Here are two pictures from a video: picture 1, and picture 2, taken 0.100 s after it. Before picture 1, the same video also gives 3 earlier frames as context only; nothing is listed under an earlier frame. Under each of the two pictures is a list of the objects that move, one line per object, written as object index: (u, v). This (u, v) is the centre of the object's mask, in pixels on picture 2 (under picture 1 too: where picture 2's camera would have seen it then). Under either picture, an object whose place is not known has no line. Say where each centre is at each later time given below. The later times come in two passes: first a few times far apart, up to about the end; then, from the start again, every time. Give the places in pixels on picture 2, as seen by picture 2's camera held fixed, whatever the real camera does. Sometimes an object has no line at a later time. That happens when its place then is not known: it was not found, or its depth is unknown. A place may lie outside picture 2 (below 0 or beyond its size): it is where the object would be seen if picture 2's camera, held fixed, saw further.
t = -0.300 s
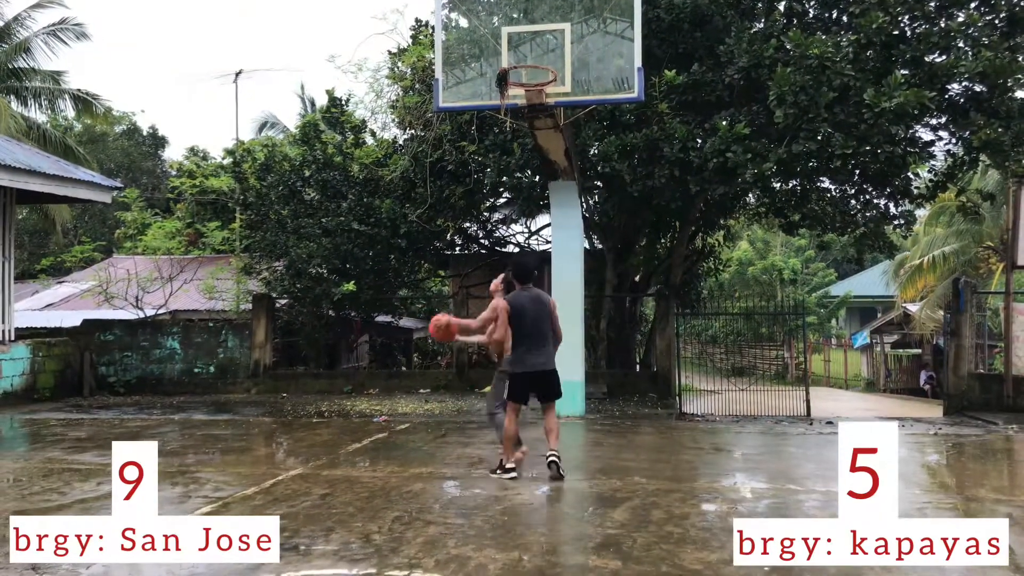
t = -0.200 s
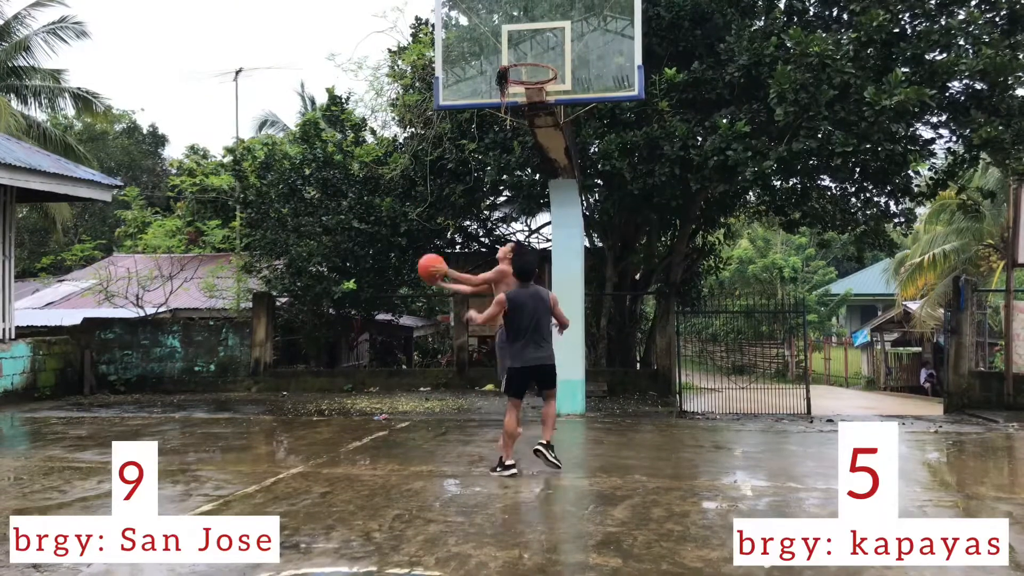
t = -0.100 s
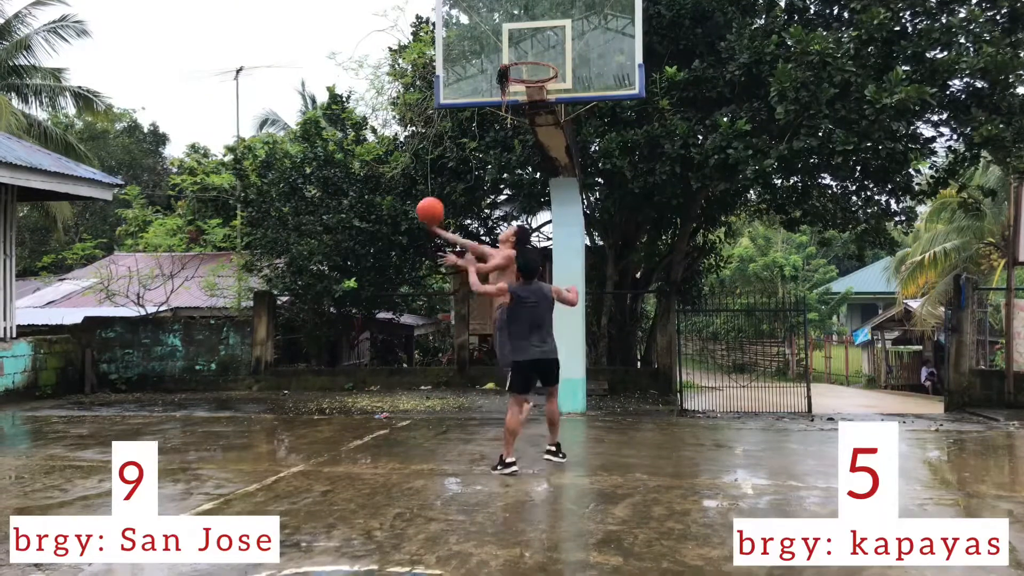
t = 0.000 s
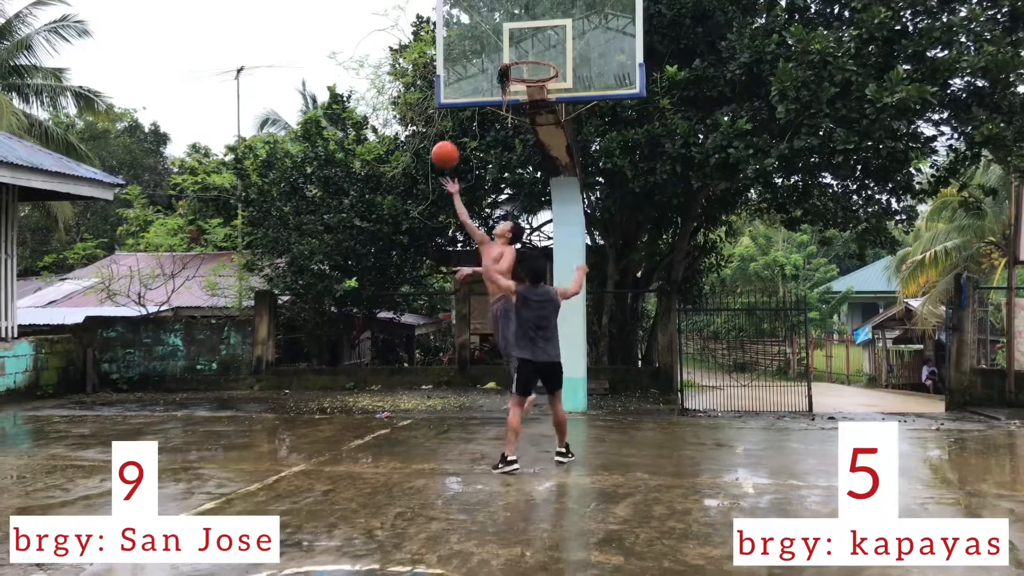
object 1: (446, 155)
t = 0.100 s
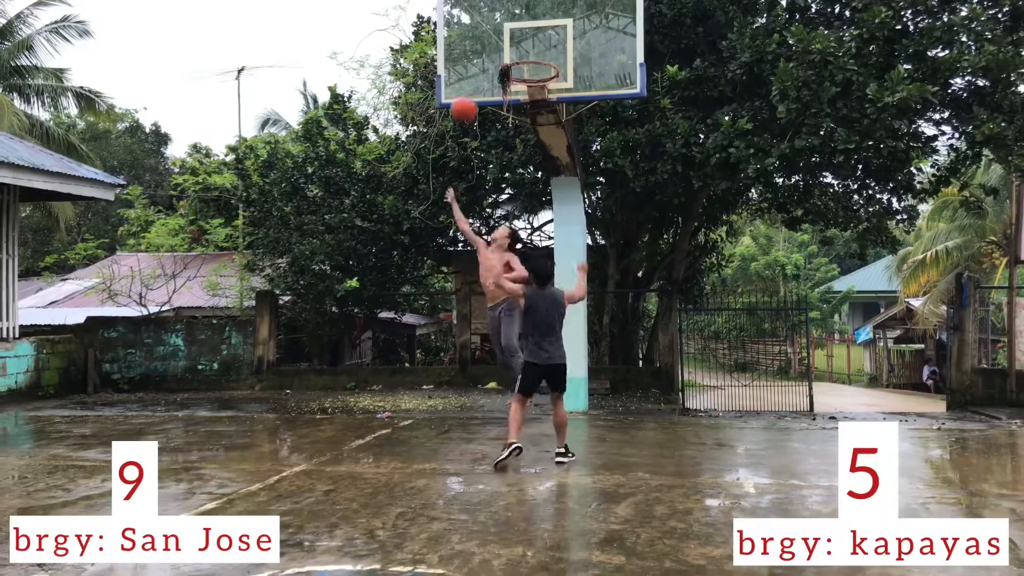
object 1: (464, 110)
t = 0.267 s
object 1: (486, 60)
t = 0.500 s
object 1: (515, 38)
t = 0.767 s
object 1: (532, 66)
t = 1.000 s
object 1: (534, 111)
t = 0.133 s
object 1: (470, 98)
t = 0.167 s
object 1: (474, 87)
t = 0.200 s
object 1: (478, 78)
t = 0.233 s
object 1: (482, 68)
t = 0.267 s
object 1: (486, 60)
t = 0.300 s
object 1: (490, 53)
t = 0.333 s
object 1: (494, 48)
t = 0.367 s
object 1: (499, 43)
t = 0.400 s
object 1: (503, 40)
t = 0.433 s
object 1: (507, 38)
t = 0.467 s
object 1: (512, 37)
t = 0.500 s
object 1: (515, 38)
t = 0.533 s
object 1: (520, 41)
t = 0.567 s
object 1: (524, 43)
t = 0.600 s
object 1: (528, 47)
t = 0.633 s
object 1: (533, 51)
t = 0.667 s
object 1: (537, 61)
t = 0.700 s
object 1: (540, 67)
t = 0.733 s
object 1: (535, 66)
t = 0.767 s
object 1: (532, 66)
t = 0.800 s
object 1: (527, 68)
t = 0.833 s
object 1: (525, 71)
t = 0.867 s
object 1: (526, 77)
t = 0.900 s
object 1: (527, 83)
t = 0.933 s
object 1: (530, 92)
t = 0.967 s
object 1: (533, 101)
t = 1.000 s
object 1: (534, 111)
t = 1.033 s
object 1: (536, 122)
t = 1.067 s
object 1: (539, 136)
